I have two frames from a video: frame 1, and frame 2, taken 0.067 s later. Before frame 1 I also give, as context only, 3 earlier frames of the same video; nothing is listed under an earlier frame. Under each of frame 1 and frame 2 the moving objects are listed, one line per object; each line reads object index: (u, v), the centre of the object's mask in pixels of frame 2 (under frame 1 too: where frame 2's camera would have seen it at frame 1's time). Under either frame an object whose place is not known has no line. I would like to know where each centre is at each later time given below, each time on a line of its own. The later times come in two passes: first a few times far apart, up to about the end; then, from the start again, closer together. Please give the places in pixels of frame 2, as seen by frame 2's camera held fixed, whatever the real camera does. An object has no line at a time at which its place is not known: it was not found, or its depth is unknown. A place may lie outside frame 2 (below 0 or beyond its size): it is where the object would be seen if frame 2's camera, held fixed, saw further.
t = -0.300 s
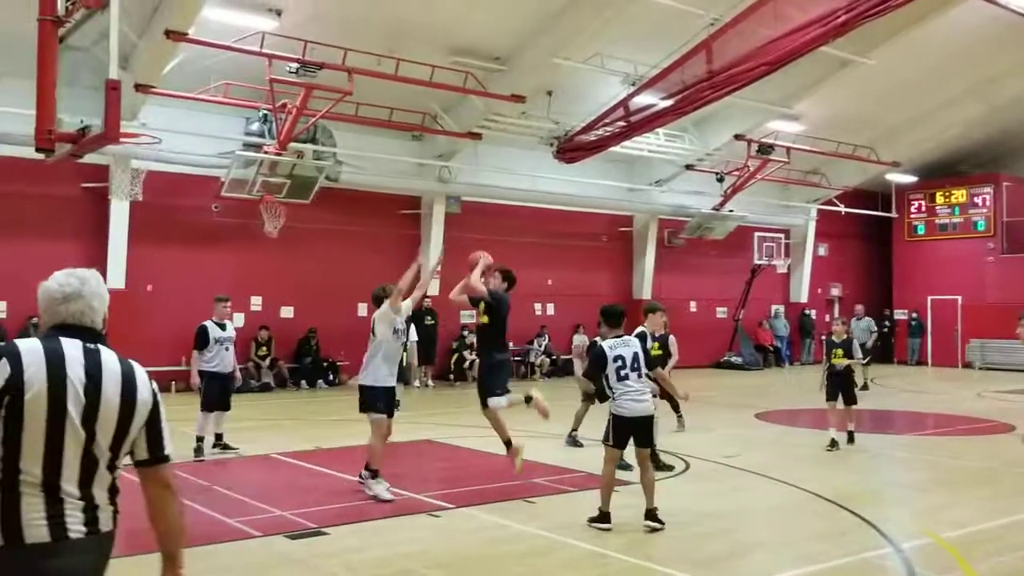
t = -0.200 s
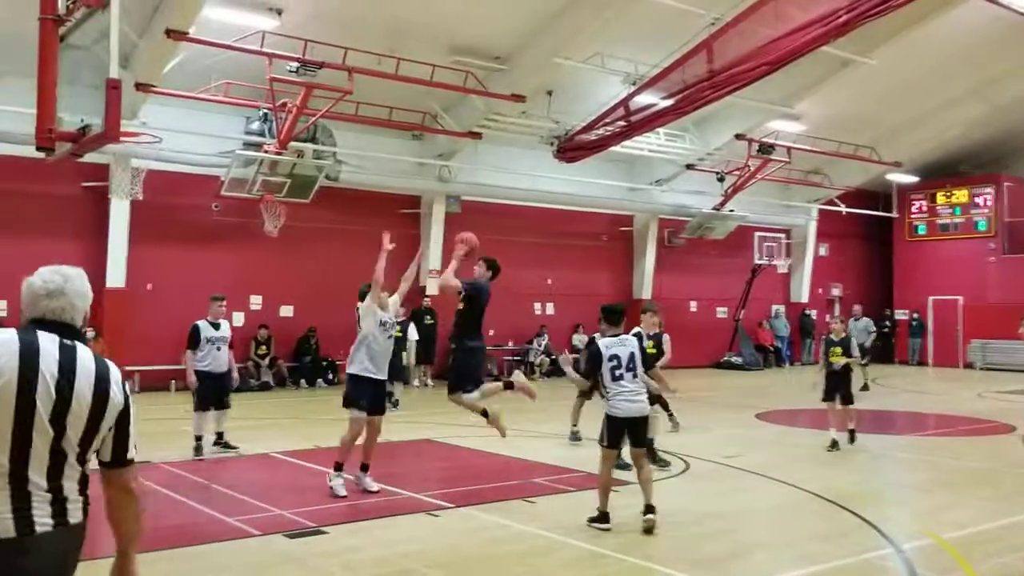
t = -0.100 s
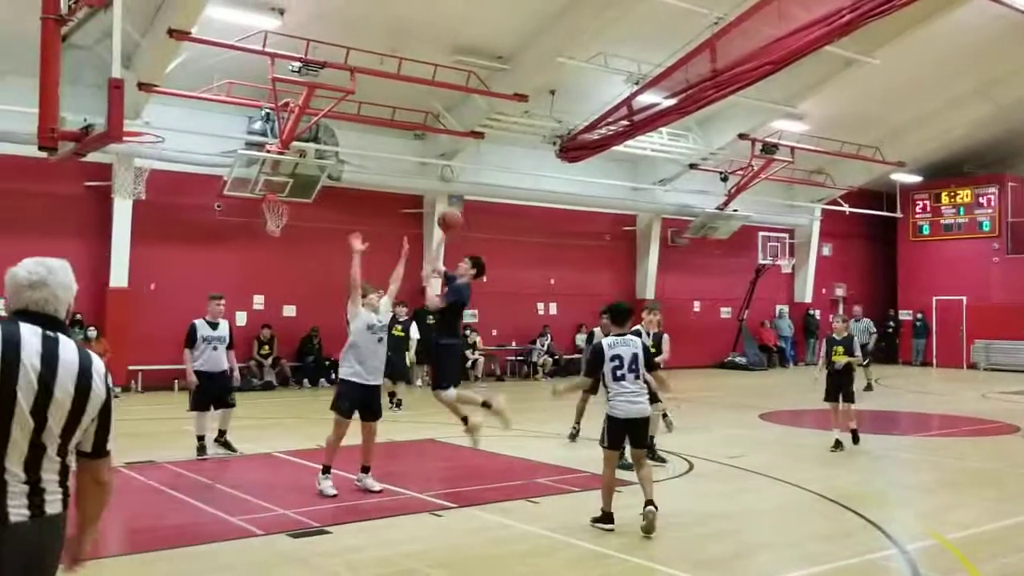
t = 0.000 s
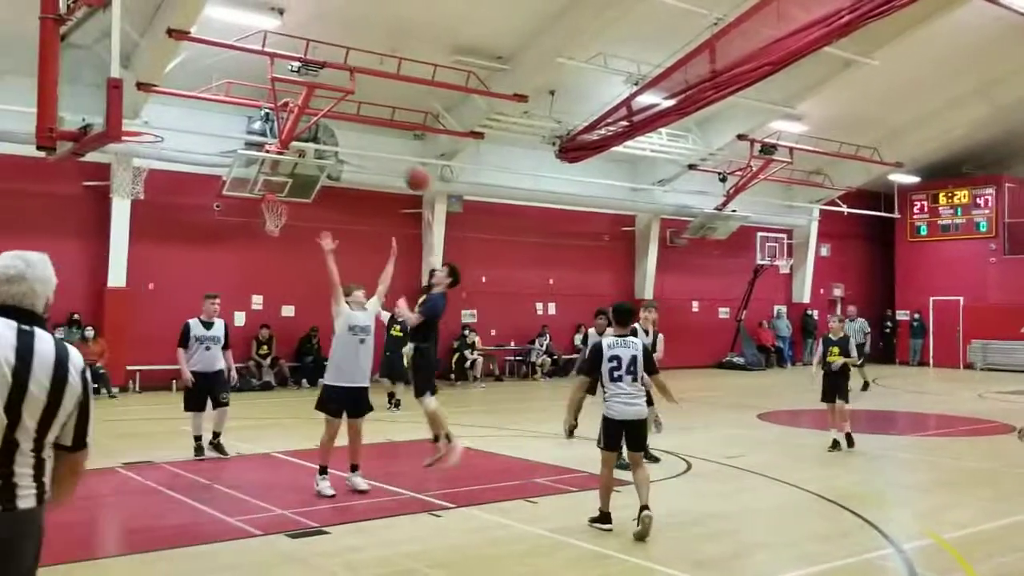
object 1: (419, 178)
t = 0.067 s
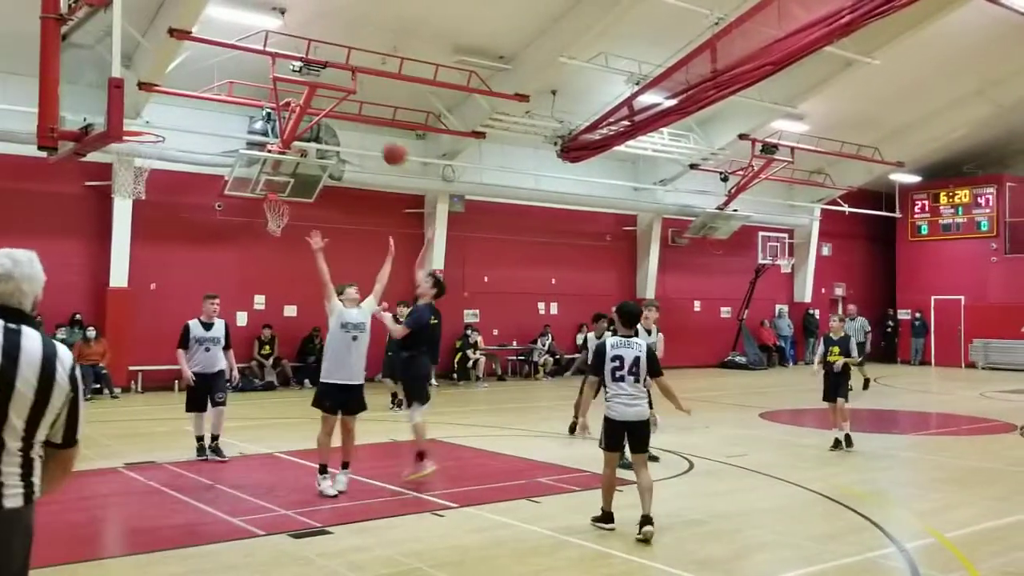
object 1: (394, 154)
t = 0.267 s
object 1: (317, 100)
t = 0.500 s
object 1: (225, 94)
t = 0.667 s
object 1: (154, 123)
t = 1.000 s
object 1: (88, 180)
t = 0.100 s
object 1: (382, 141)
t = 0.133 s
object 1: (369, 130)
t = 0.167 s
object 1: (358, 123)
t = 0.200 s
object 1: (343, 115)
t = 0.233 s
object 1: (332, 109)
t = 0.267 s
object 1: (317, 100)
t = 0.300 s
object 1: (307, 97)
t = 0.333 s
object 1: (291, 92)
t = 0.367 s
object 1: (279, 91)
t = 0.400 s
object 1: (267, 90)
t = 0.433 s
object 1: (252, 90)
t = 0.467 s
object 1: (240, 90)
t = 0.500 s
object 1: (225, 94)
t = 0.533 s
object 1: (211, 98)
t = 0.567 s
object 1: (198, 103)
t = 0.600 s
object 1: (183, 109)
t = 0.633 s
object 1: (168, 116)
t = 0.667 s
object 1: (154, 123)
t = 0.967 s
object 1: (91, 176)
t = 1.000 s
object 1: (88, 180)
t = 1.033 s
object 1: (87, 191)
